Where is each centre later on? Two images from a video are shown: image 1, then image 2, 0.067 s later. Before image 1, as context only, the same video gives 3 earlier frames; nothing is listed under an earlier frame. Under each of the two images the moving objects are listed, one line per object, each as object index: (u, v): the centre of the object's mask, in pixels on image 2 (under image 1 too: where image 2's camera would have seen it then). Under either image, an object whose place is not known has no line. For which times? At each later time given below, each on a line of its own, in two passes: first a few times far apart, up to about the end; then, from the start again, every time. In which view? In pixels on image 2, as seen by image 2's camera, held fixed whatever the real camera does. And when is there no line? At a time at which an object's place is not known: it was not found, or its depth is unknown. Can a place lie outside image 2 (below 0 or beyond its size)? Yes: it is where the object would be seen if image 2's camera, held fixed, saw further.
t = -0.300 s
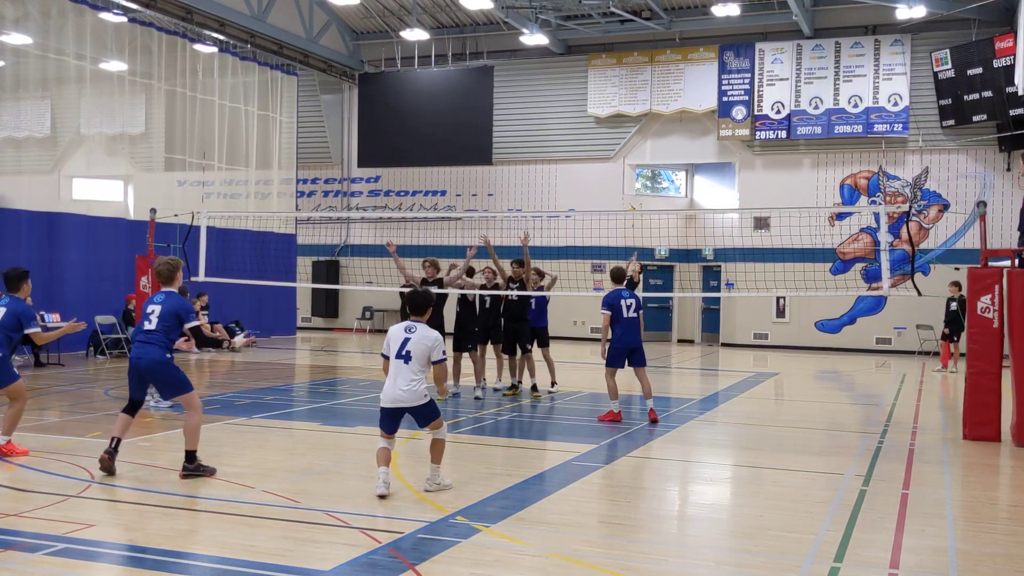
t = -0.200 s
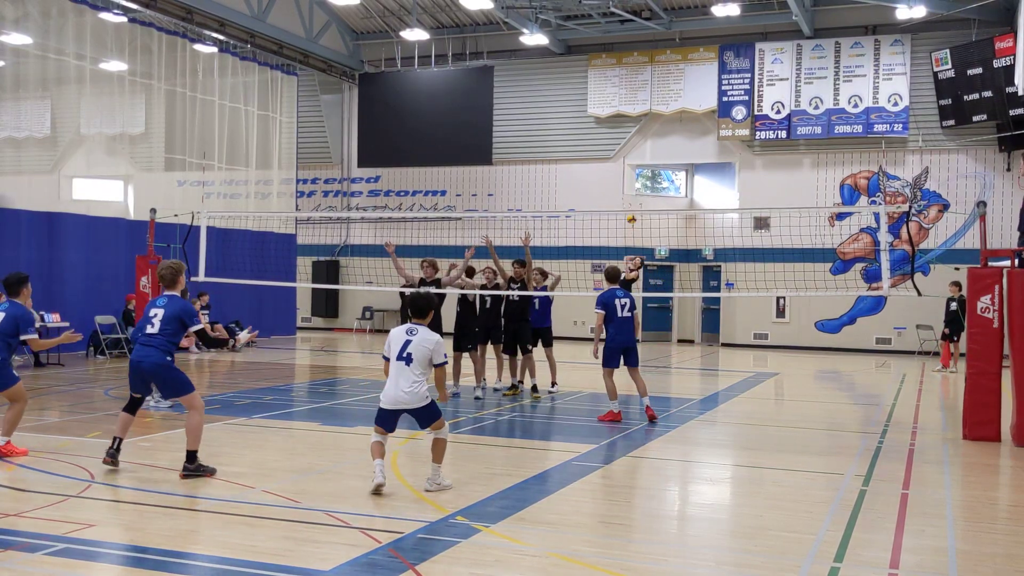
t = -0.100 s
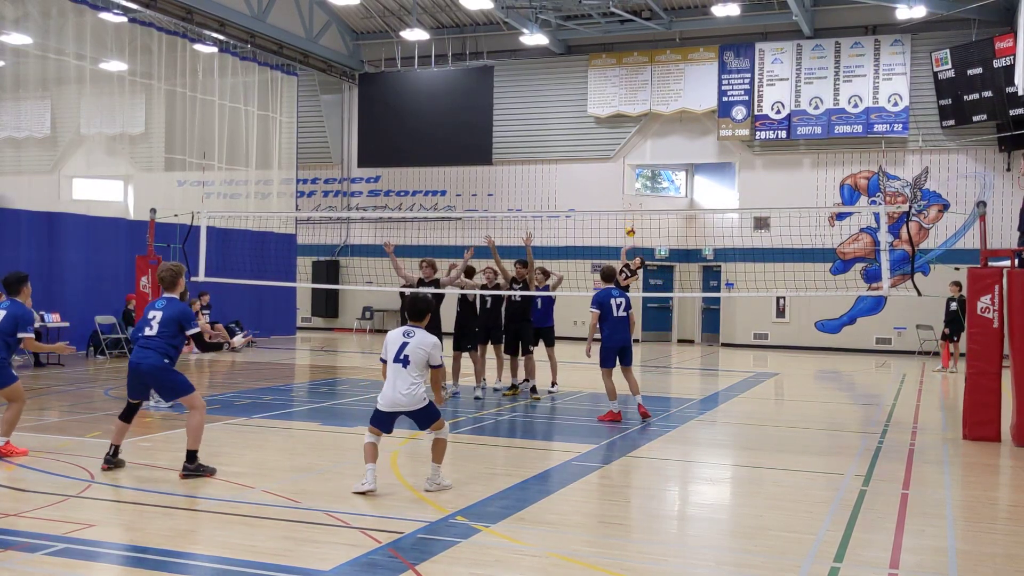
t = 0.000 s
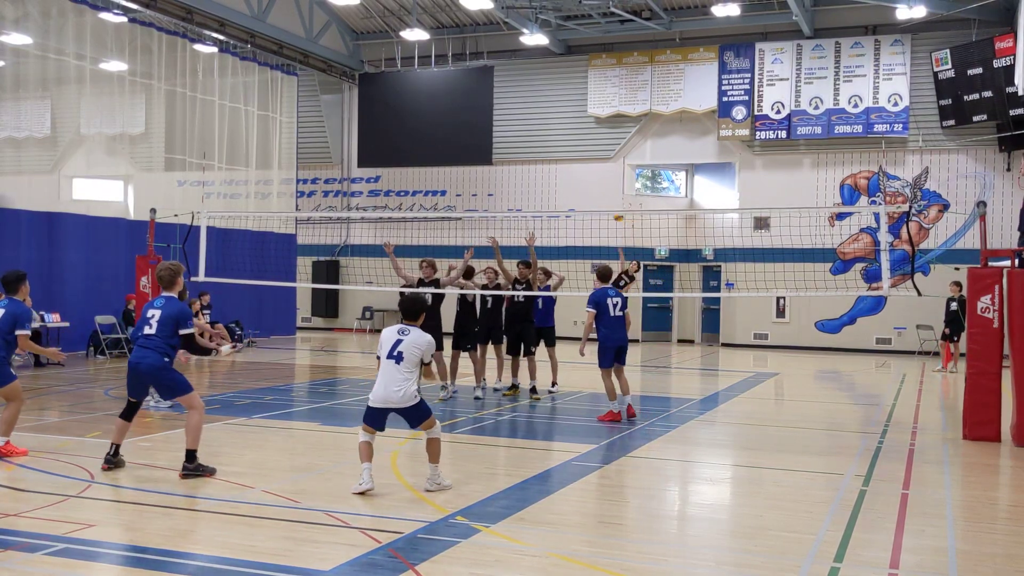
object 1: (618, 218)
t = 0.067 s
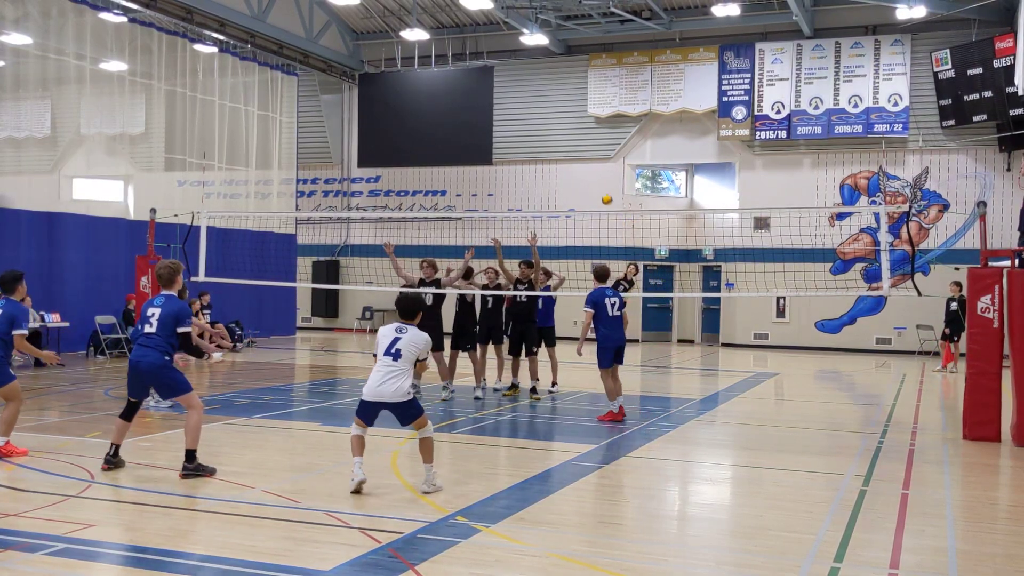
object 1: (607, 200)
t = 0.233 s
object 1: (573, 163)
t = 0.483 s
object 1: (507, 132)
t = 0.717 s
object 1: (423, 146)
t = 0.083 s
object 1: (604, 196)
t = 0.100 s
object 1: (600, 192)
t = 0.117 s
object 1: (597, 188)
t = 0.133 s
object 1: (594, 184)
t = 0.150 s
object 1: (591, 181)
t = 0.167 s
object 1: (587, 177)
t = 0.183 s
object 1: (584, 173)
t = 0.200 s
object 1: (580, 170)
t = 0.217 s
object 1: (577, 166)
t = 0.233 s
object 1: (573, 163)
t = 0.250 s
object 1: (569, 160)
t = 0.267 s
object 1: (565, 157)
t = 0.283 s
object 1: (561, 154)
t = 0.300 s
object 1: (557, 152)
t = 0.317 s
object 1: (554, 149)
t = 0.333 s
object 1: (549, 147)
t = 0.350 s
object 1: (545, 144)
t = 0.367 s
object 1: (541, 142)
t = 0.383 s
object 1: (537, 140)
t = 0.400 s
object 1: (532, 138)
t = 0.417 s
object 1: (527, 136)
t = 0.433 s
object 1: (522, 135)
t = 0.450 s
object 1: (518, 134)
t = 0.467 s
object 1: (513, 133)
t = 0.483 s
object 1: (507, 132)
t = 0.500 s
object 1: (502, 132)
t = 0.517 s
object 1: (496, 131)
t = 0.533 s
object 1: (490, 131)
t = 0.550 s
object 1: (485, 131)
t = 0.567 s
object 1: (479, 132)
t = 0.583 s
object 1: (473, 132)
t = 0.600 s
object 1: (467, 133)
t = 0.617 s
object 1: (461, 134)
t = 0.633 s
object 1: (455, 135)
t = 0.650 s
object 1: (449, 137)
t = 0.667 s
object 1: (443, 139)
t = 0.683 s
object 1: (436, 141)
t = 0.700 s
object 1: (429, 143)
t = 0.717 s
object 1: (423, 146)
